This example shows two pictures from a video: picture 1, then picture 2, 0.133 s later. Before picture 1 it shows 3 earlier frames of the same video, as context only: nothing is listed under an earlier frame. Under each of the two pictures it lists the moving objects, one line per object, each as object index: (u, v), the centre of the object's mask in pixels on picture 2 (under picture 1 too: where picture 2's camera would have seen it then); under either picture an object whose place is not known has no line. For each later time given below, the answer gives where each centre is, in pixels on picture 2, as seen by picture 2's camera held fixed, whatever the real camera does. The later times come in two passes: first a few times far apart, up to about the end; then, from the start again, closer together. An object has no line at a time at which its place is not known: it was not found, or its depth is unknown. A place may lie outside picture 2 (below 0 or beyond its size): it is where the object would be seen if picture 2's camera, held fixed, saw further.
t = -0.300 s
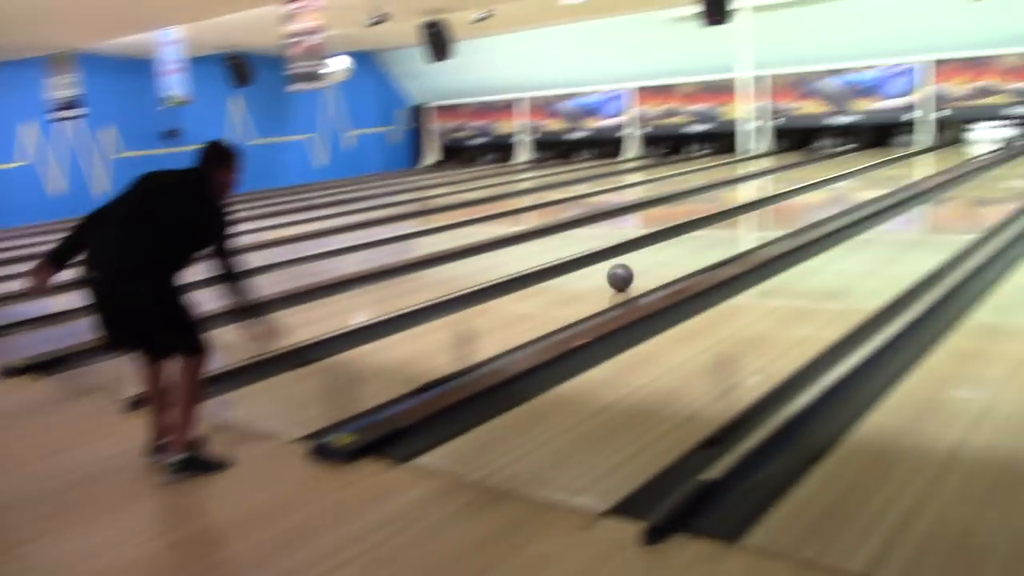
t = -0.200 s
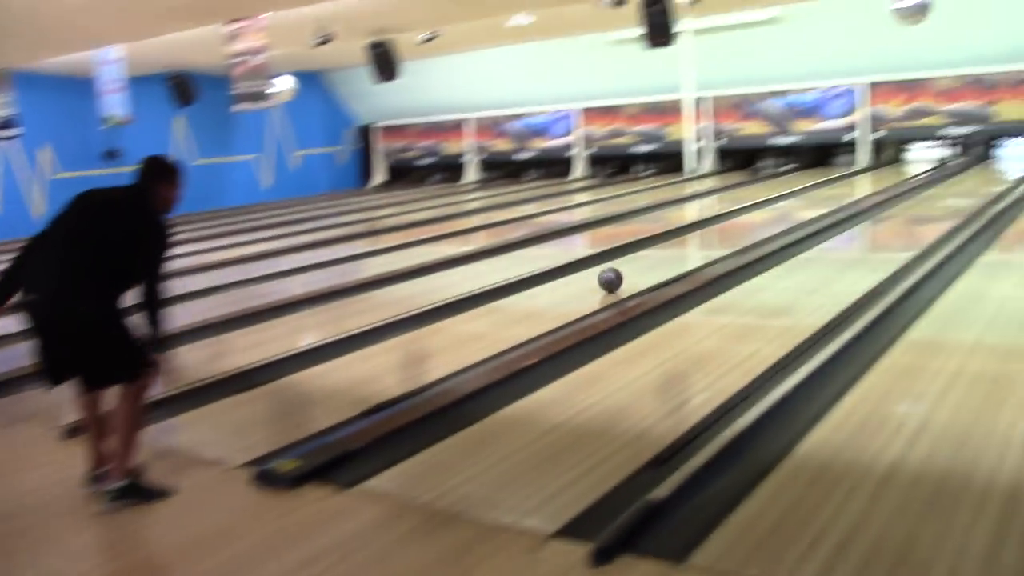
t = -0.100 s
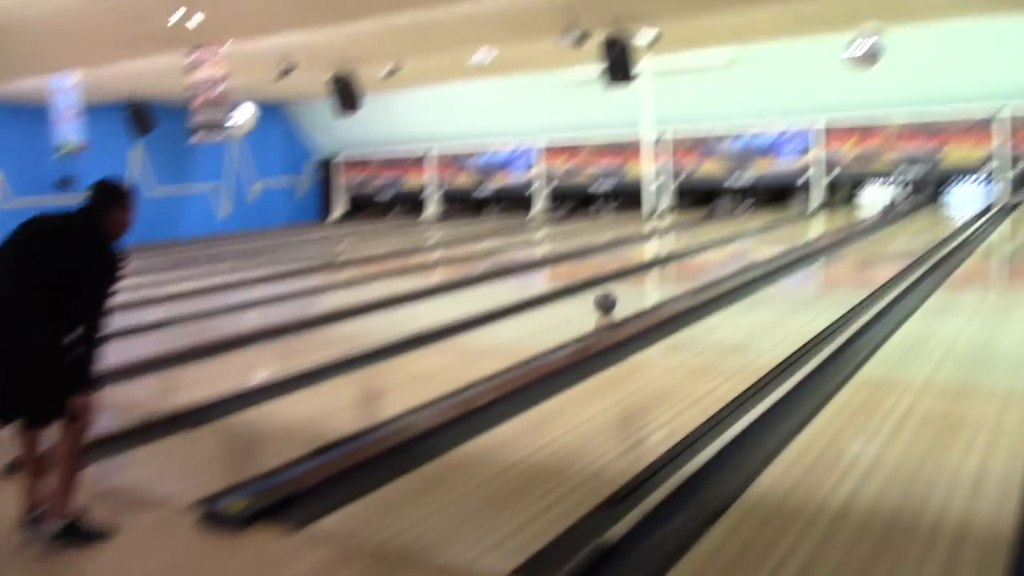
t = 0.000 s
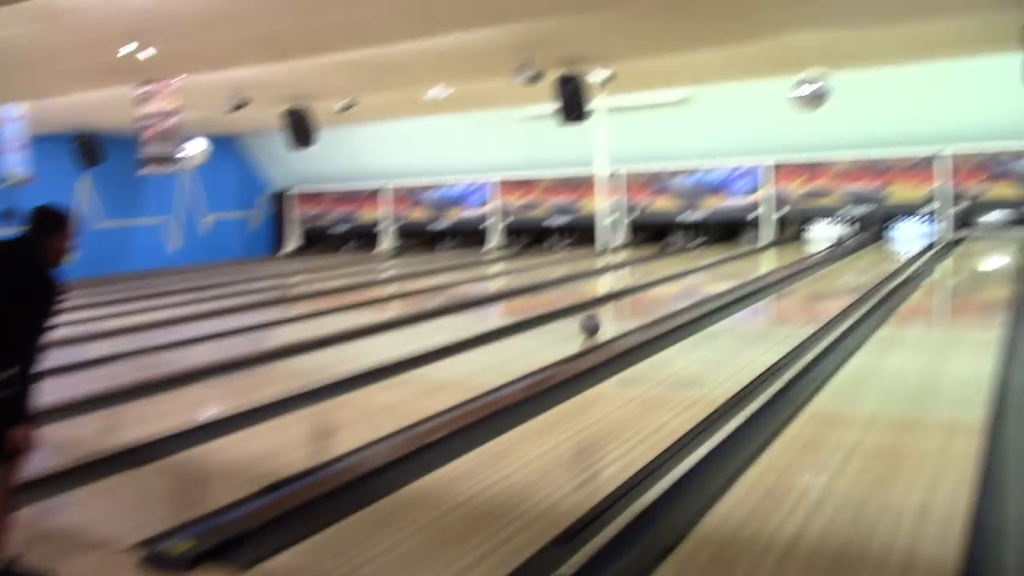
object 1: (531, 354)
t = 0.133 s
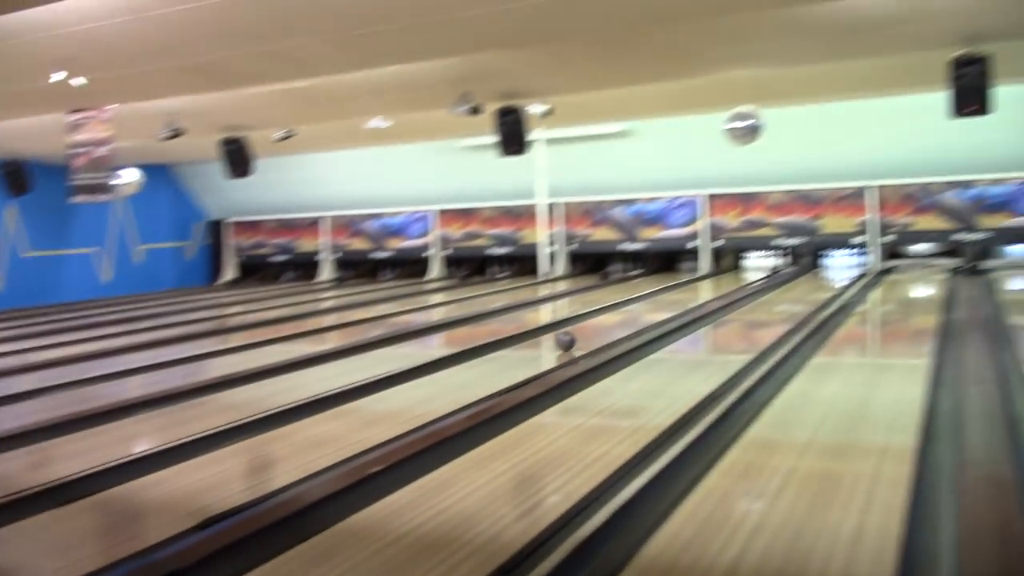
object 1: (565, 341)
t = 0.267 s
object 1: (594, 330)
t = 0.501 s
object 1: (635, 313)
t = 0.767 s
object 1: (671, 299)
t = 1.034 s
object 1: (699, 287)
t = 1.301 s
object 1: (720, 279)
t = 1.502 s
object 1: (735, 274)
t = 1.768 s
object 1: (748, 267)
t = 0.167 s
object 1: (573, 338)
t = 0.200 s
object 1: (580, 335)
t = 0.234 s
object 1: (587, 332)
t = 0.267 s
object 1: (594, 330)
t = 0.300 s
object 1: (600, 327)
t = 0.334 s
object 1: (606, 325)
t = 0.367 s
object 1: (613, 322)
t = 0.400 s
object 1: (619, 320)
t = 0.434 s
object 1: (624, 318)
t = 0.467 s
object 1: (630, 315)
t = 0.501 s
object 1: (635, 313)
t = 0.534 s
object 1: (640, 311)
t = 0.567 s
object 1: (645, 309)
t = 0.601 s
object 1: (649, 308)
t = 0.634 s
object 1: (654, 306)
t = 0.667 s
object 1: (658, 304)
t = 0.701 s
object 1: (663, 302)
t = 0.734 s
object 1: (667, 301)
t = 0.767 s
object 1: (671, 299)
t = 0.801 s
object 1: (675, 298)
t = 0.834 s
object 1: (678, 297)
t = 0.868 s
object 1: (682, 295)
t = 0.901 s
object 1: (685, 293)
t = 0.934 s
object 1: (689, 292)
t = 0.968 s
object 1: (692, 290)
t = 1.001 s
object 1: (695, 289)
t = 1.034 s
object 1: (699, 287)
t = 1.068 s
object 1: (702, 287)
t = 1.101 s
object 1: (705, 285)
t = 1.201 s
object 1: (713, 282)
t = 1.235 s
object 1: (715, 281)
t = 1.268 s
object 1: (719, 279)
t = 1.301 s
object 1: (720, 279)
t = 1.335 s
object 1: (722, 278)
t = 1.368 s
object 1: (724, 277)
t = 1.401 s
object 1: (727, 276)
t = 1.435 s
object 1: (730, 275)
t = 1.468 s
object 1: (732, 274)
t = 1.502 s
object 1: (735, 274)
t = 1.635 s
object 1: (741, 270)
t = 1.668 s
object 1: (743, 269)
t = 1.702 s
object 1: (745, 269)
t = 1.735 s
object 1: (747, 267)
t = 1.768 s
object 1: (748, 267)
